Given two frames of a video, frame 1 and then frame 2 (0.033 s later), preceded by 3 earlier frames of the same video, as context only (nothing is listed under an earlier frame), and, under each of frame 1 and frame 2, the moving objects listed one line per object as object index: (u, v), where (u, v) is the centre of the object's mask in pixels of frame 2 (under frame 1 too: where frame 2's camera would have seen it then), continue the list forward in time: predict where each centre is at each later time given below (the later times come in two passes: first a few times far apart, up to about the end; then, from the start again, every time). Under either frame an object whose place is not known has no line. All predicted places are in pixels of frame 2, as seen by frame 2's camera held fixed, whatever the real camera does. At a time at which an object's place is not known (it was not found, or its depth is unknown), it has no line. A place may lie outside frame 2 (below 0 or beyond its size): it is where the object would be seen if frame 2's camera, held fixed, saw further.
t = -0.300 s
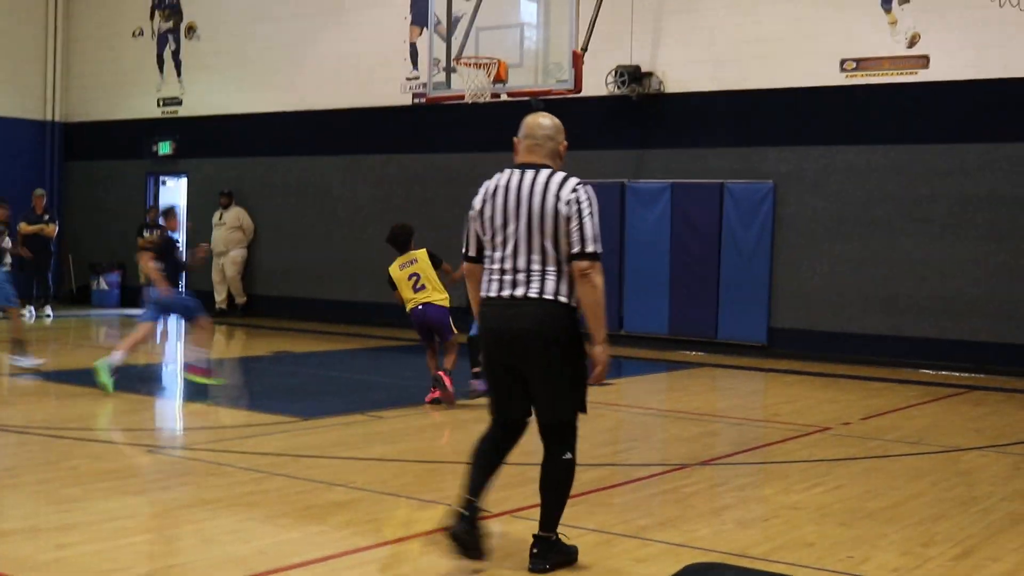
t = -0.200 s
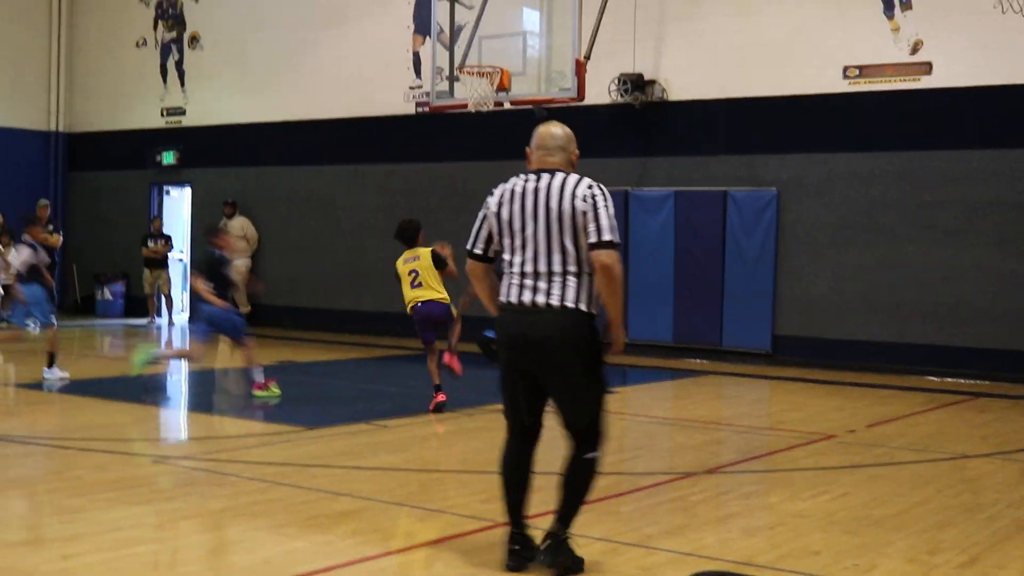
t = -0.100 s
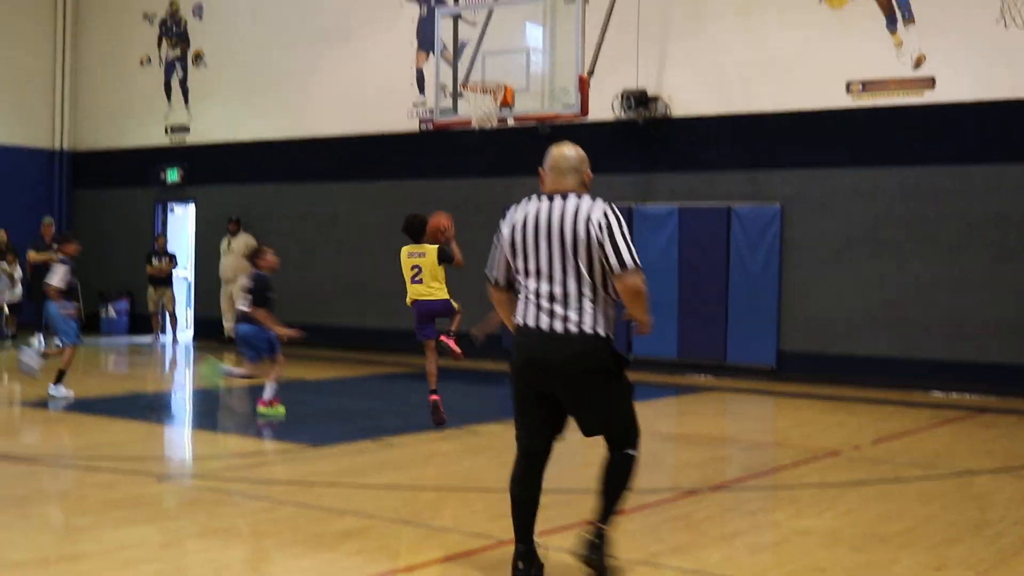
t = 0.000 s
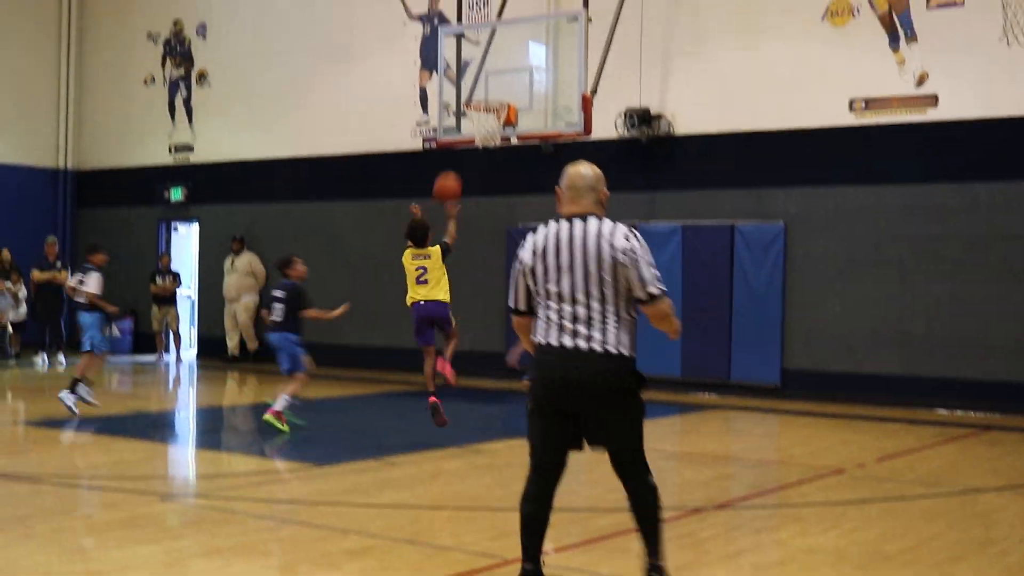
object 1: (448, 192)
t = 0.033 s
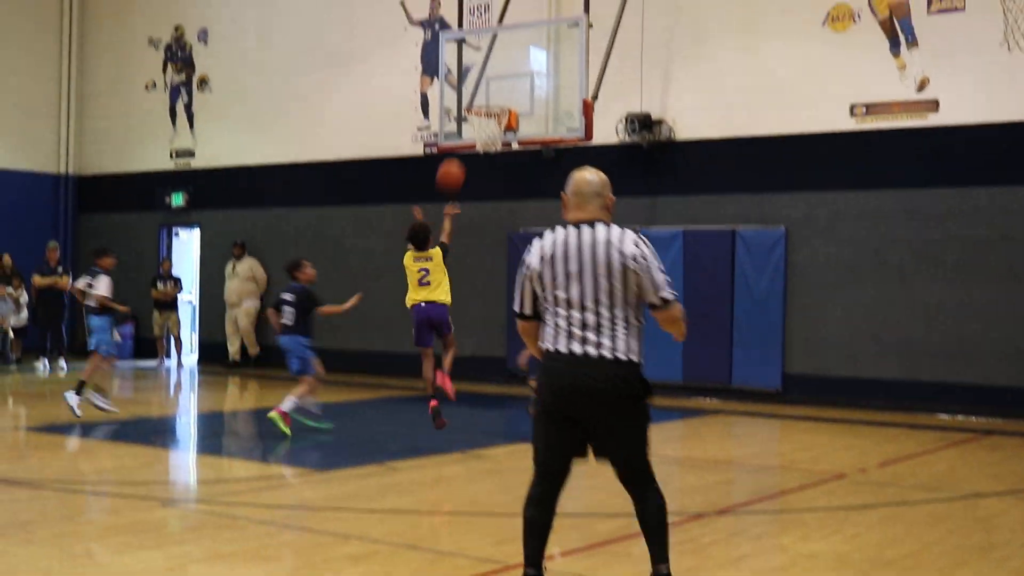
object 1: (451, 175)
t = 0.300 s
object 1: (468, 84)
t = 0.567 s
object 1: (481, 75)
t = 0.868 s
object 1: (491, 147)
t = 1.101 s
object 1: (493, 198)
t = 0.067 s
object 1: (453, 160)
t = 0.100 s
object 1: (456, 145)
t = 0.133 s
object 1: (457, 131)
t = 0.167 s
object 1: (460, 119)
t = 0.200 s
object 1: (462, 109)
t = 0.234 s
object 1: (465, 99)
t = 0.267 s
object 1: (467, 91)
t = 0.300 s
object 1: (468, 84)
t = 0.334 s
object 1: (470, 79)
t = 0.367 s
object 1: (473, 74)
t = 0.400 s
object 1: (474, 71)
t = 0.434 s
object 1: (476, 70)
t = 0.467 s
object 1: (477, 70)
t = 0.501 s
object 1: (478, 70)
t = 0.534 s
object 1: (480, 72)
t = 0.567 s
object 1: (481, 75)
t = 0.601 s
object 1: (482, 79)
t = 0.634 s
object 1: (484, 84)
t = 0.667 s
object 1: (485, 90)
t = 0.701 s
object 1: (486, 97)
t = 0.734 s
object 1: (487, 103)
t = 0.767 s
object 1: (487, 114)
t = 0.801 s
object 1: (490, 119)
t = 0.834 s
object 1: (493, 131)
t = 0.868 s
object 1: (491, 147)
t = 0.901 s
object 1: (494, 155)
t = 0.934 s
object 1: (494, 157)
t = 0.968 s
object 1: (494, 162)
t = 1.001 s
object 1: (494, 169)
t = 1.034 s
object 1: (493, 178)
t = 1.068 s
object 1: (493, 187)
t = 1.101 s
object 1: (493, 198)
